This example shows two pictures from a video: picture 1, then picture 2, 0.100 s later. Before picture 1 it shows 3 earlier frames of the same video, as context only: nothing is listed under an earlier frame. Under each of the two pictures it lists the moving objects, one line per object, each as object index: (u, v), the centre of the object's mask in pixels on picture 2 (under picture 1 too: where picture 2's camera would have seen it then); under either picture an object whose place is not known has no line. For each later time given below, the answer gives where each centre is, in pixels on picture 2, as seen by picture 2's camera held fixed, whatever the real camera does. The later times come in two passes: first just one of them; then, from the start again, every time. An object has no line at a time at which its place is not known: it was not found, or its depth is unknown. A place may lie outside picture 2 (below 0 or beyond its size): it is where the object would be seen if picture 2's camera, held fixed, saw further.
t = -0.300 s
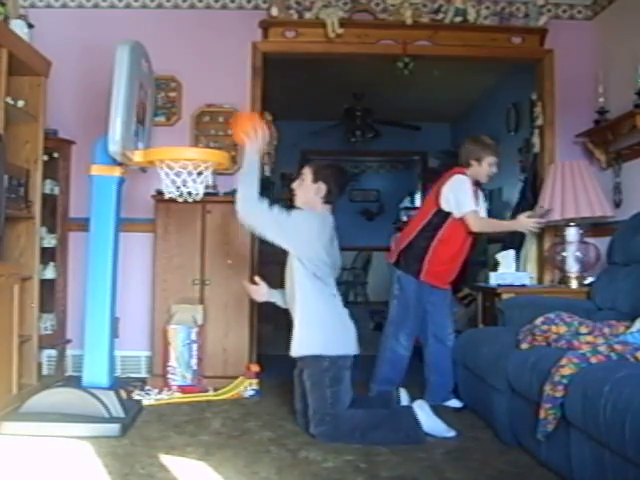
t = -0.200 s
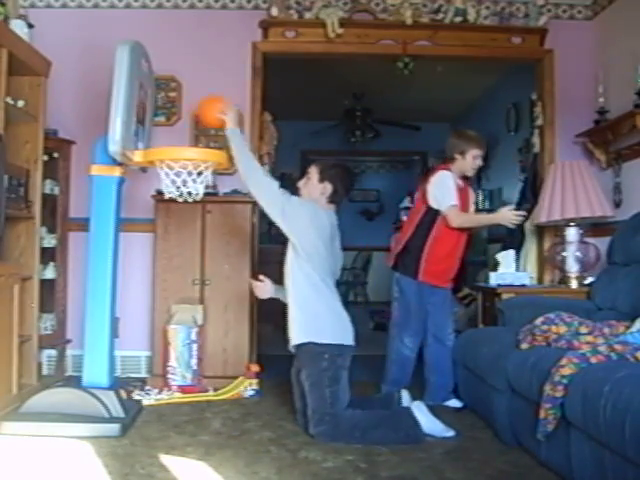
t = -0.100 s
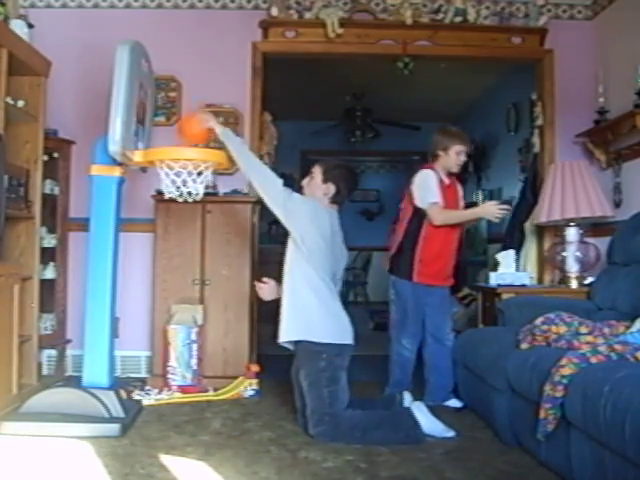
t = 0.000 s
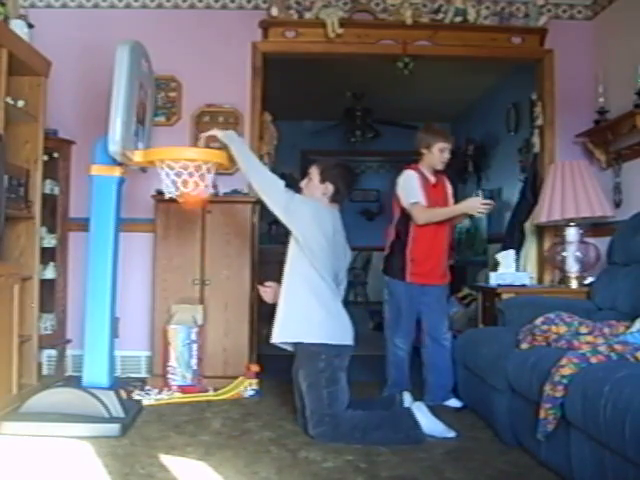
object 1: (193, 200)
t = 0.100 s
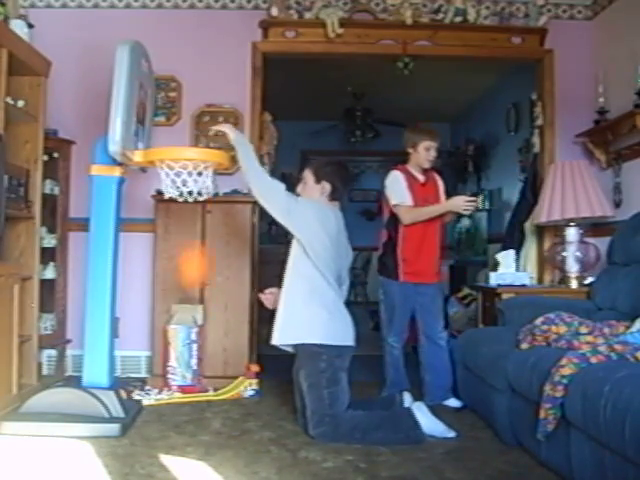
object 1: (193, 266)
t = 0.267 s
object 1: (197, 402)
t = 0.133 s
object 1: (194, 296)
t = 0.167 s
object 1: (194, 324)
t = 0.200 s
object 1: (197, 362)
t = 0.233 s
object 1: (197, 398)
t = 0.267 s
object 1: (197, 402)
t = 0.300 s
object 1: (199, 373)
